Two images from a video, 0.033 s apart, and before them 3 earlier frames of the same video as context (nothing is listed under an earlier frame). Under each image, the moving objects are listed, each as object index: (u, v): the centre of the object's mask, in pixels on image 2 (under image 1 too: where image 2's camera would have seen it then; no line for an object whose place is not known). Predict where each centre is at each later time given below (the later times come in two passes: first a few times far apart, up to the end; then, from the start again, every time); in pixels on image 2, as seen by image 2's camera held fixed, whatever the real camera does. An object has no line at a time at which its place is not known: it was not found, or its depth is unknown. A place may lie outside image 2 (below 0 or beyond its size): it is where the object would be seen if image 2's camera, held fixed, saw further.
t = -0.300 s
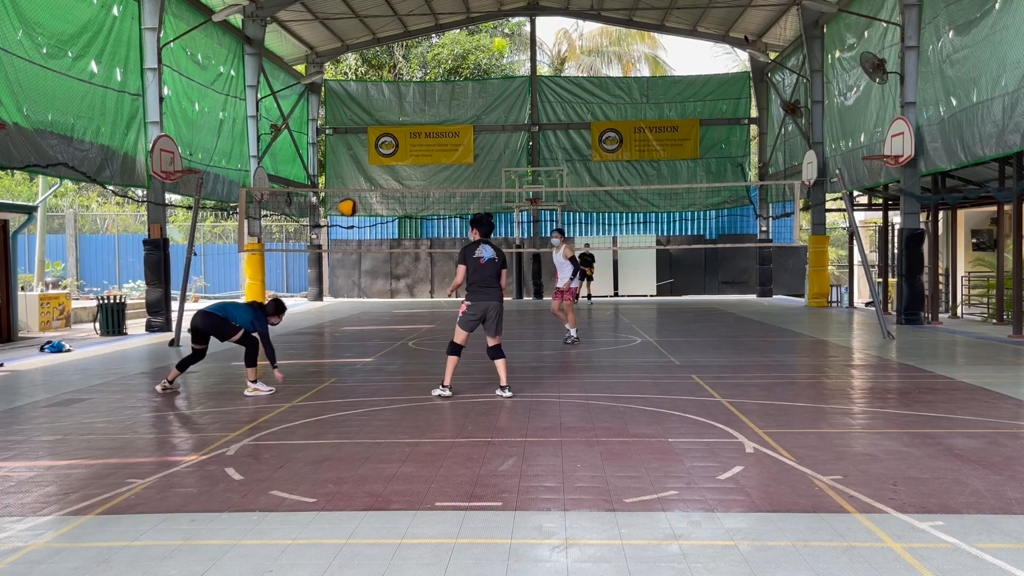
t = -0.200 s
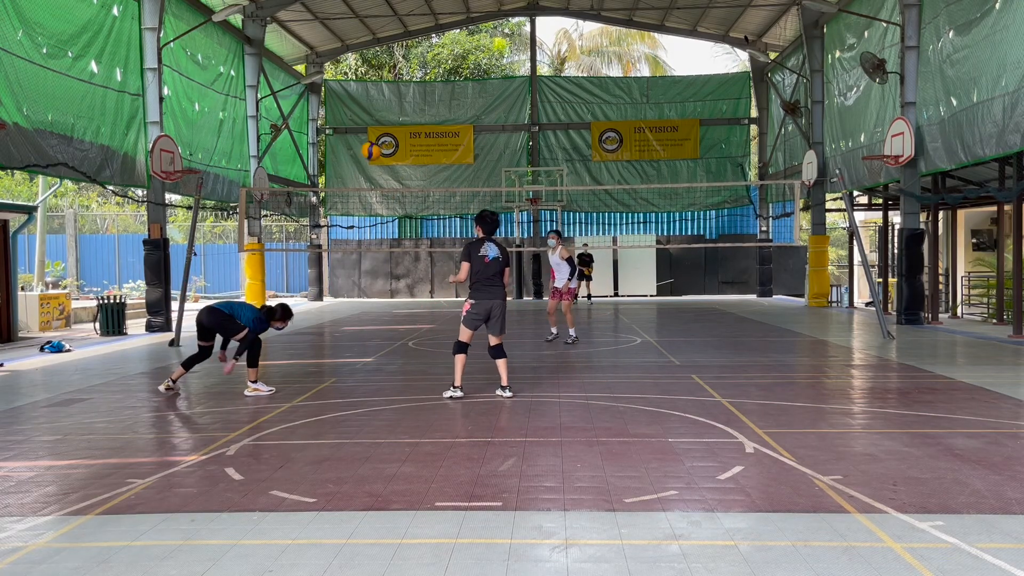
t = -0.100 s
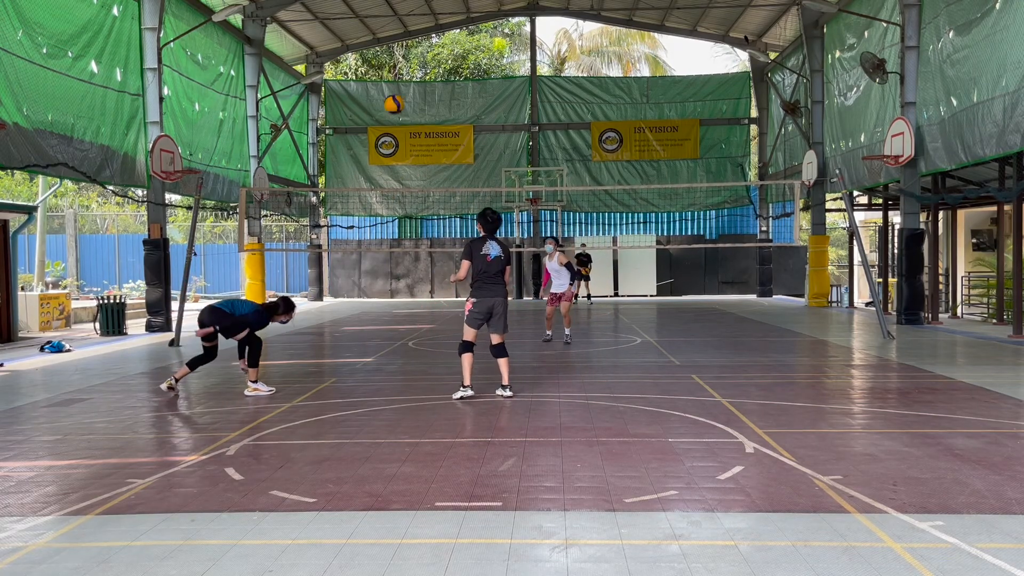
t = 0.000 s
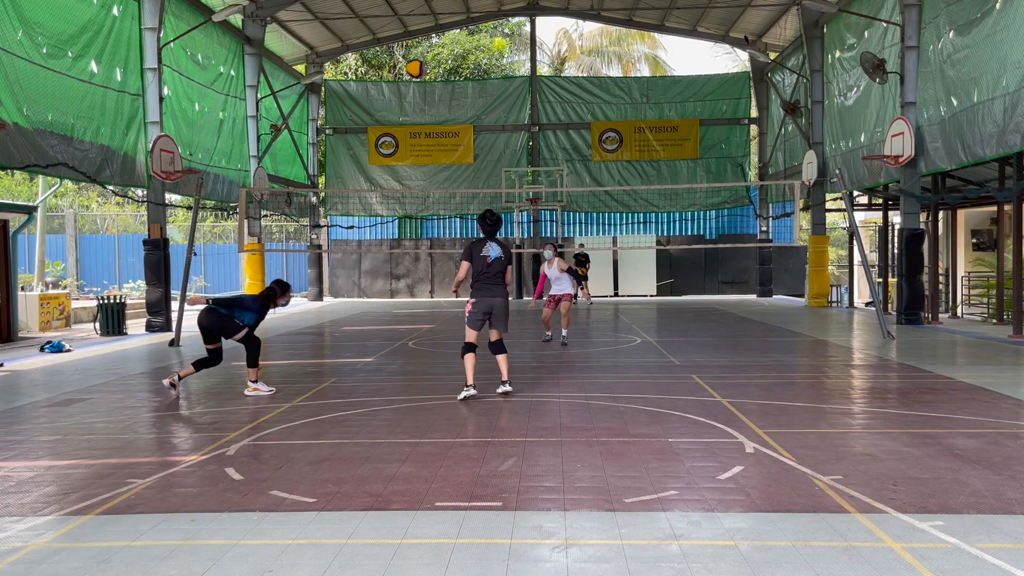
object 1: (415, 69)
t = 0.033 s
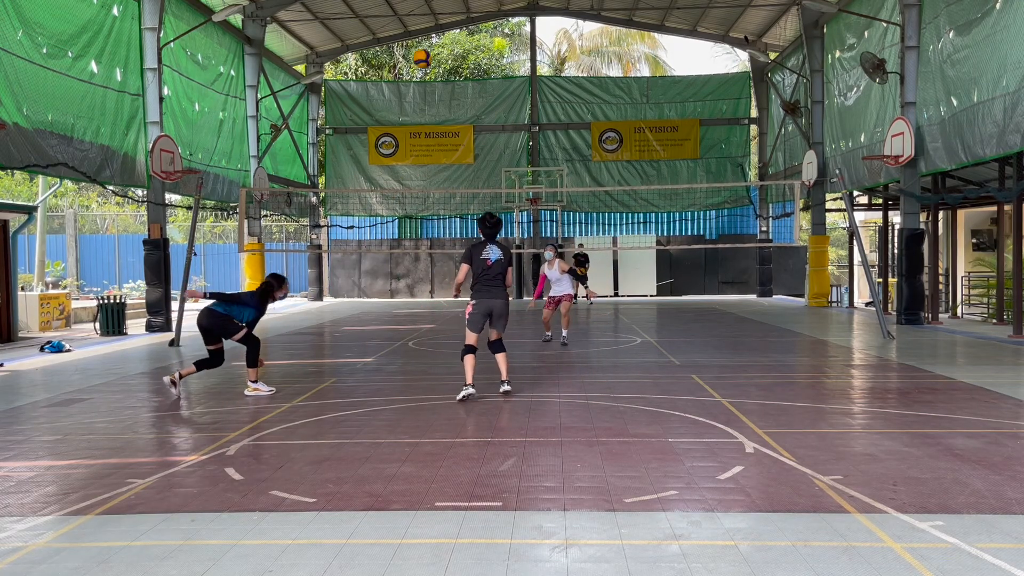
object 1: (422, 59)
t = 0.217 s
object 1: (460, 24)
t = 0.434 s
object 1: (502, 21)
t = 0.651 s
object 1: (543, 57)
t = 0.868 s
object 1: (582, 129)
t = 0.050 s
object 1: (425, 55)
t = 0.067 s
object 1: (429, 51)
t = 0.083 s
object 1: (433, 46)
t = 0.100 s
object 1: (436, 43)
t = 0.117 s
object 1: (439, 39)
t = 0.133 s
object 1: (443, 36)
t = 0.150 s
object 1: (446, 33)
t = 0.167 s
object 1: (450, 30)
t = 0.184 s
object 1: (453, 27)
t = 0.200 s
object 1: (456, 26)
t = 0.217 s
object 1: (460, 24)
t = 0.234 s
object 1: (463, 22)
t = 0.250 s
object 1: (466, 21)
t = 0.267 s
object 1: (470, 20)
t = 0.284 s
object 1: (473, 19)
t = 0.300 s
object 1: (477, 18)
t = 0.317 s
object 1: (479, 18)
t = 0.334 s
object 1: (483, 17)
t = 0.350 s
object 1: (486, 17)
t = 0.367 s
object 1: (490, 18)
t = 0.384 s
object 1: (493, 18)
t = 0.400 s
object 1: (495, 19)
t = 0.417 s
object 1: (499, 20)
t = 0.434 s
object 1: (502, 21)
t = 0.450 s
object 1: (505, 22)
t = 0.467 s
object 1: (508, 24)
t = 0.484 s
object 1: (512, 26)
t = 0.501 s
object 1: (515, 28)
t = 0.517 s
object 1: (518, 30)
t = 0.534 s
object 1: (521, 33)
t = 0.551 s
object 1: (525, 36)
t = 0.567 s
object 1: (527, 39)
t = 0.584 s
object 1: (530, 42)
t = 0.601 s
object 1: (533, 45)
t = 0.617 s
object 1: (537, 49)
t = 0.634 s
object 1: (540, 53)
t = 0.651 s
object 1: (543, 57)
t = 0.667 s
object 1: (546, 62)
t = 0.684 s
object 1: (549, 66)
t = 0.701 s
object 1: (552, 71)
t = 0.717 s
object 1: (555, 76)
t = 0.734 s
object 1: (558, 81)
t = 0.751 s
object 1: (562, 86)
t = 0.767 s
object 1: (564, 91)
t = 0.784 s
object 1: (567, 97)
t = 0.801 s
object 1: (571, 103)
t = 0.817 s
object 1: (573, 109)
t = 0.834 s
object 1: (576, 115)
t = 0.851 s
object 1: (580, 121)
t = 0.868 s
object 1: (582, 129)
